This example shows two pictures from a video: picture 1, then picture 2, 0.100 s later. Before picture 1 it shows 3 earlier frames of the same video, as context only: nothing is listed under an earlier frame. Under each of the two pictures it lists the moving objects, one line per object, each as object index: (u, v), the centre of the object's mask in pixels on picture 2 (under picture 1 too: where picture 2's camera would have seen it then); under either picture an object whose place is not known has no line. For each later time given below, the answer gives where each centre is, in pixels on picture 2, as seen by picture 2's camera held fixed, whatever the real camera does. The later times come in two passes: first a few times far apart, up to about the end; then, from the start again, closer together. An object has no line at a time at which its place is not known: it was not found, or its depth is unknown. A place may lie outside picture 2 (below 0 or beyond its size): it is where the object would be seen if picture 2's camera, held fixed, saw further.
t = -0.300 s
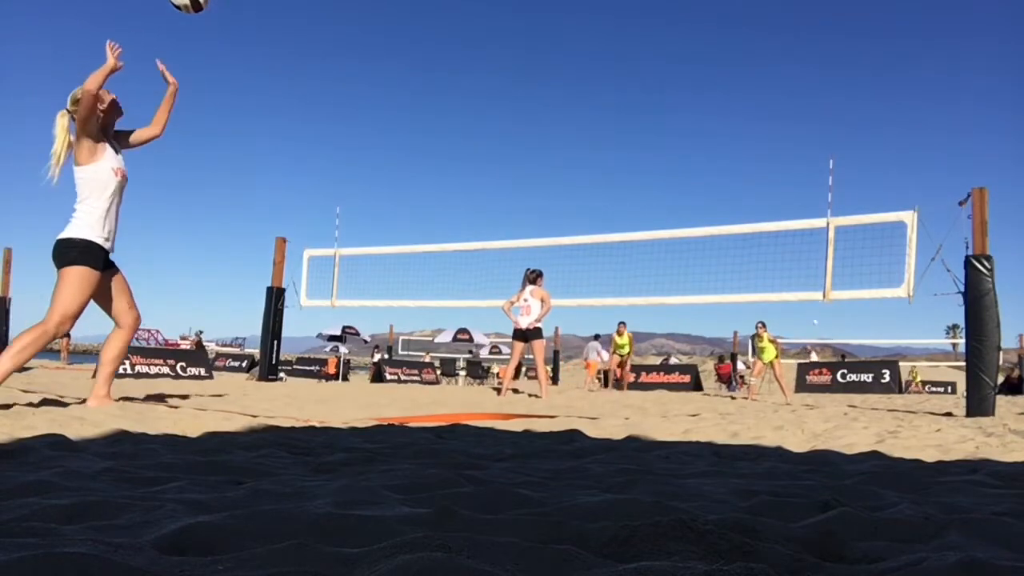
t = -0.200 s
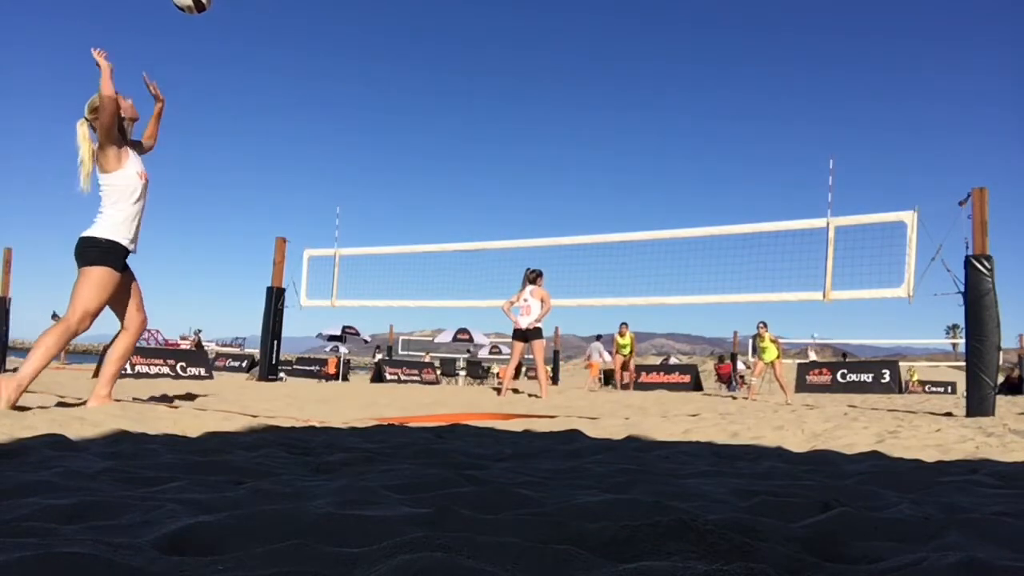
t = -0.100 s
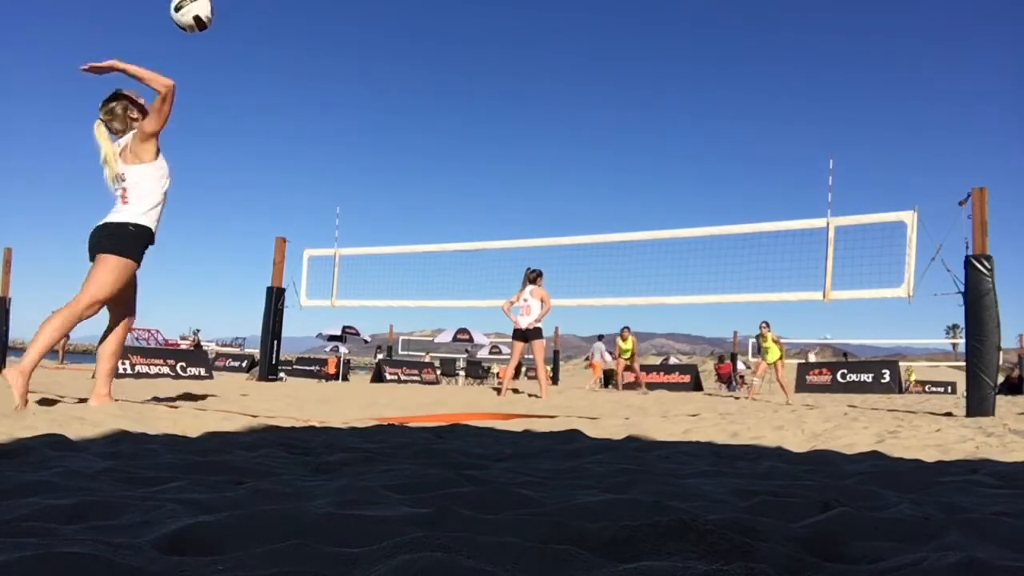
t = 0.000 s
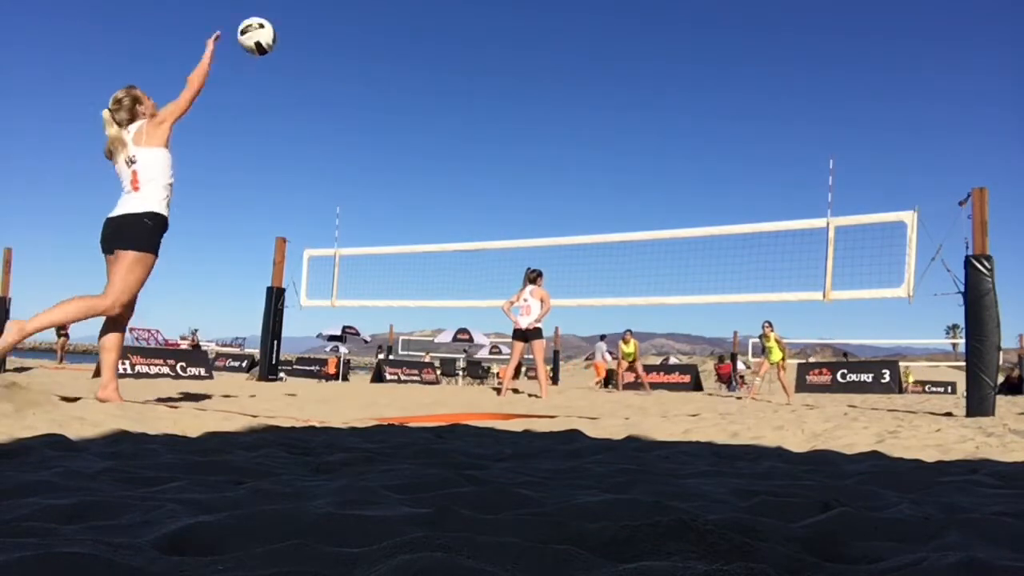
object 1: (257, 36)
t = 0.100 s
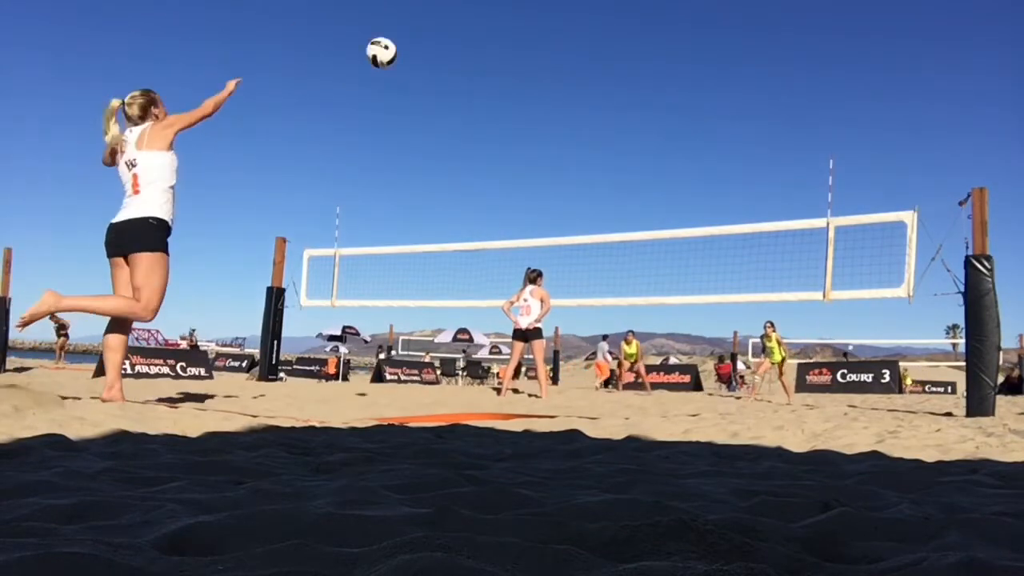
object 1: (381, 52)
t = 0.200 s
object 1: (464, 74)
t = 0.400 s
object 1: (570, 127)
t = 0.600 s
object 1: (634, 192)
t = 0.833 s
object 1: (679, 277)
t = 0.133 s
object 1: (413, 59)
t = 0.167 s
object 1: (440, 66)
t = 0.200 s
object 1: (464, 74)
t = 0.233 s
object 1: (486, 82)
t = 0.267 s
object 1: (507, 90)
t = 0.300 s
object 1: (524, 99)
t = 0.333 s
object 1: (541, 108)
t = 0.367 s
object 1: (556, 117)
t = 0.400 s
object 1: (570, 127)
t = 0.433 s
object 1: (583, 137)
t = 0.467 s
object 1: (595, 148)
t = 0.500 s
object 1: (606, 158)
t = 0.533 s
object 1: (616, 169)
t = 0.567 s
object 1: (625, 180)
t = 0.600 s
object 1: (634, 192)
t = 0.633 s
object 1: (642, 203)
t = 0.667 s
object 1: (649, 215)
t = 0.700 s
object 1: (656, 225)
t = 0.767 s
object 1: (668, 252)
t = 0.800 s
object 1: (673, 264)
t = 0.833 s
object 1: (679, 277)
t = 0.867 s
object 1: (684, 289)
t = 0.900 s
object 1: (688, 306)
